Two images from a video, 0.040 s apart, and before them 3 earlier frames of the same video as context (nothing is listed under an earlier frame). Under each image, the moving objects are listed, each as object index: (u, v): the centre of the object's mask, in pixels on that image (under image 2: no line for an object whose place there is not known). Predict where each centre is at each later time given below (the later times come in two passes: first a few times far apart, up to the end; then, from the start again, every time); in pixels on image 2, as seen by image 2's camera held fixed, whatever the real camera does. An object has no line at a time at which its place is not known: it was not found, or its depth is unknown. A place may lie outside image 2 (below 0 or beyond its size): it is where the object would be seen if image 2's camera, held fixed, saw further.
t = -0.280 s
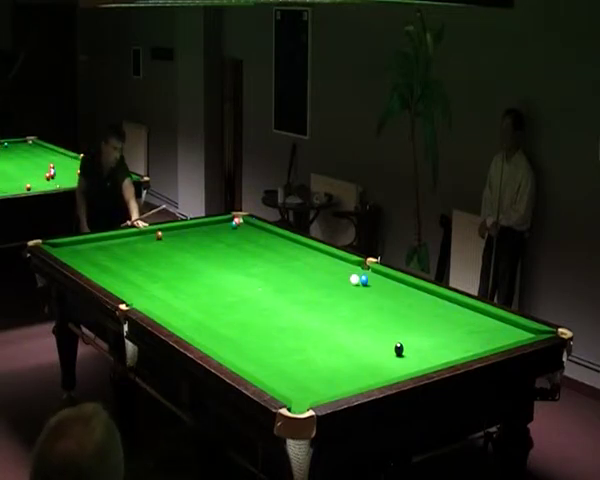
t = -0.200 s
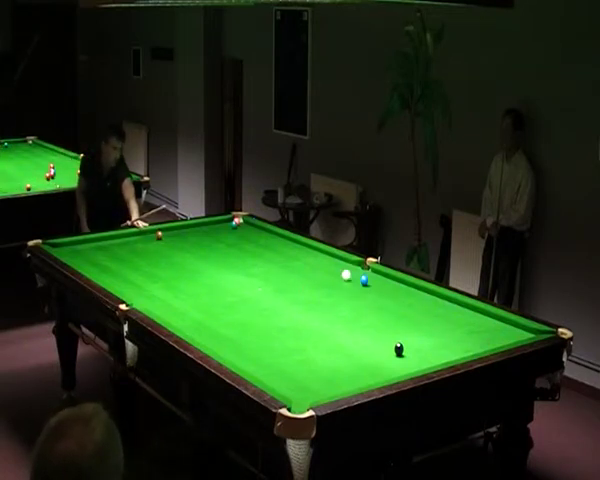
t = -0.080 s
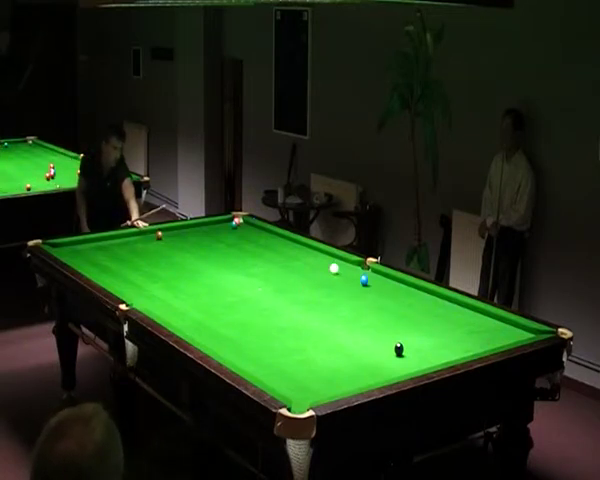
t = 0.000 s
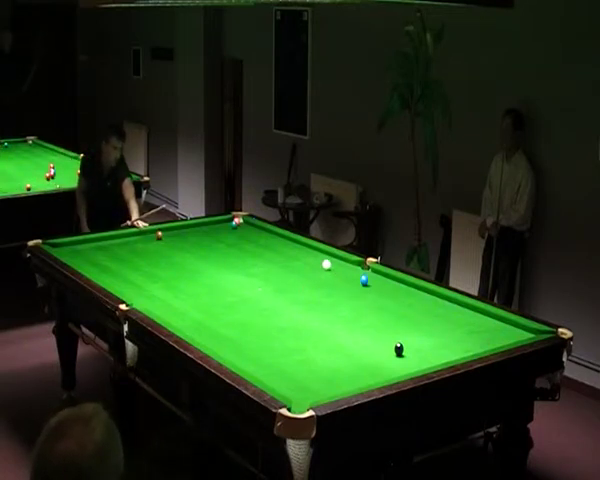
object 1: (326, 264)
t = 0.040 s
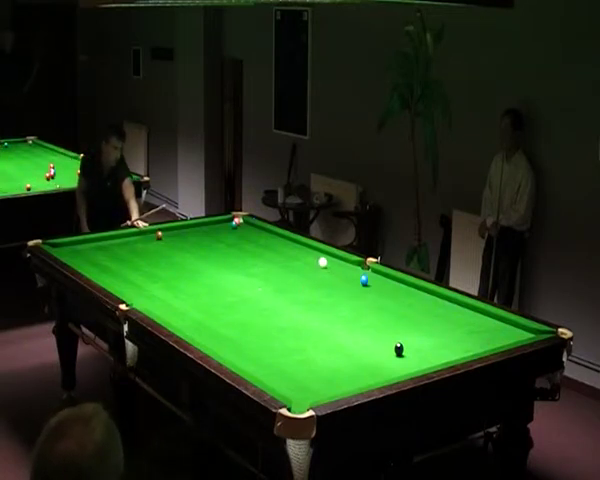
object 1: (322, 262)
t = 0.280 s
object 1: (301, 251)
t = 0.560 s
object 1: (279, 239)
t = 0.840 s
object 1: (260, 229)
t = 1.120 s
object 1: (242, 220)
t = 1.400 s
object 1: (232, 217)
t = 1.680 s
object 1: (222, 220)
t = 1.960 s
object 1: (213, 222)
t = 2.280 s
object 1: (204, 224)
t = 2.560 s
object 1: (197, 226)
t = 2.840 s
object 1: (190, 227)
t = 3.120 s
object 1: (184, 228)
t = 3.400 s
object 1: (179, 230)
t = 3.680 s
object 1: (174, 231)
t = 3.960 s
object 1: (170, 232)
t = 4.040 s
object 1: (169, 232)
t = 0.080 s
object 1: (319, 260)
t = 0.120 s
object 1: (315, 258)
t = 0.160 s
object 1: (312, 256)
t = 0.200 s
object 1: (308, 255)
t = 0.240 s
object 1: (305, 253)
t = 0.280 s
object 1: (301, 251)
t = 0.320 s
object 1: (298, 249)
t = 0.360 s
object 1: (295, 248)
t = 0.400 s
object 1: (292, 246)
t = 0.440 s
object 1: (288, 244)
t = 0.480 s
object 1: (286, 243)
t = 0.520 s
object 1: (282, 241)
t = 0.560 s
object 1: (279, 239)
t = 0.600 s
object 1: (276, 238)
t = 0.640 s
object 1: (274, 236)
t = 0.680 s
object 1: (271, 235)
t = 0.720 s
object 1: (268, 233)
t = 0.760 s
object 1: (265, 232)
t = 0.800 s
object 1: (262, 230)
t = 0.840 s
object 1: (260, 229)
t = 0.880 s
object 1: (257, 227)
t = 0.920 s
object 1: (255, 226)
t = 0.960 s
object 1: (252, 225)
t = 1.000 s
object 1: (249, 223)
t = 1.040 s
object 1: (247, 222)
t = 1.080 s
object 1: (244, 221)
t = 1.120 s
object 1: (242, 220)
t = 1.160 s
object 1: (239, 219)
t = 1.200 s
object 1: (236, 218)
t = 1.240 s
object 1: (236, 218)
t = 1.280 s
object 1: (238, 219)
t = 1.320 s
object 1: (236, 219)
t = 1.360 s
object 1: (235, 219)
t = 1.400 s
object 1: (232, 217)
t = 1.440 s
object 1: (230, 218)
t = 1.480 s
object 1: (228, 218)
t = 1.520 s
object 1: (227, 219)
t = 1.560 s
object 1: (226, 219)
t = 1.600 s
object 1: (225, 219)
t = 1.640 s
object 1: (223, 220)
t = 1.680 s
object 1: (222, 220)
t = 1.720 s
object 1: (221, 220)
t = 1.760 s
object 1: (219, 221)
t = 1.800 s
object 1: (218, 221)
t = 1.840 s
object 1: (217, 221)
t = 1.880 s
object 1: (216, 221)
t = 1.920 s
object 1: (214, 222)
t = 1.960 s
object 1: (213, 222)
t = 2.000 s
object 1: (212, 222)
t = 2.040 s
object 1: (211, 222)
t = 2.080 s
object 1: (210, 223)
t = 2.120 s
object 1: (209, 223)
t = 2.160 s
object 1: (207, 223)
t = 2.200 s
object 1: (206, 224)
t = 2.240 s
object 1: (205, 224)
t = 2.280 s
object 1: (204, 224)
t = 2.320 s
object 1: (203, 224)
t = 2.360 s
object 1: (202, 225)
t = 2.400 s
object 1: (201, 225)
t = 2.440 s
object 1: (200, 225)
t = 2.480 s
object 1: (199, 225)
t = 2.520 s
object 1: (198, 226)
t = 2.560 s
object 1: (197, 226)
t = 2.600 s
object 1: (196, 226)
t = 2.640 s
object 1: (195, 226)
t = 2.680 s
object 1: (194, 226)
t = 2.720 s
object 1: (193, 226)
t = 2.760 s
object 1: (192, 226)
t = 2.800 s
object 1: (191, 227)
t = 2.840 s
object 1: (190, 227)
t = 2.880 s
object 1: (189, 227)
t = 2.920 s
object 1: (188, 227)
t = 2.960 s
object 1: (187, 228)
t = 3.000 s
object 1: (186, 228)
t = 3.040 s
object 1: (185, 228)
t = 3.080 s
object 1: (185, 228)
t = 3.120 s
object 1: (184, 228)
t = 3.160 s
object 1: (183, 229)
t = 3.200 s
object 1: (182, 229)
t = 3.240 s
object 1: (182, 229)
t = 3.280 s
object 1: (181, 229)
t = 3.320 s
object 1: (180, 229)
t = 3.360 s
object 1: (179, 229)
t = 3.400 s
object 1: (179, 230)
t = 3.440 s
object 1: (178, 230)
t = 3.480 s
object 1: (177, 230)
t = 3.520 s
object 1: (177, 230)
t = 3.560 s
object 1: (176, 230)
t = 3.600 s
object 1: (175, 230)
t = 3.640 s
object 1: (175, 230)
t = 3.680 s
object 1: (174, 231)
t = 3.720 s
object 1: (174, 231)
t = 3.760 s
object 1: (173, 231)
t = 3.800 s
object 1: (172, 231)
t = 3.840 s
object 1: (172, 231)
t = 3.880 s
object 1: (171, 231)
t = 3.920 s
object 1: (171, 231)
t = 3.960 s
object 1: (170, 232)
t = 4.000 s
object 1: (170, 232)
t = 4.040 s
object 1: (169, 232)
